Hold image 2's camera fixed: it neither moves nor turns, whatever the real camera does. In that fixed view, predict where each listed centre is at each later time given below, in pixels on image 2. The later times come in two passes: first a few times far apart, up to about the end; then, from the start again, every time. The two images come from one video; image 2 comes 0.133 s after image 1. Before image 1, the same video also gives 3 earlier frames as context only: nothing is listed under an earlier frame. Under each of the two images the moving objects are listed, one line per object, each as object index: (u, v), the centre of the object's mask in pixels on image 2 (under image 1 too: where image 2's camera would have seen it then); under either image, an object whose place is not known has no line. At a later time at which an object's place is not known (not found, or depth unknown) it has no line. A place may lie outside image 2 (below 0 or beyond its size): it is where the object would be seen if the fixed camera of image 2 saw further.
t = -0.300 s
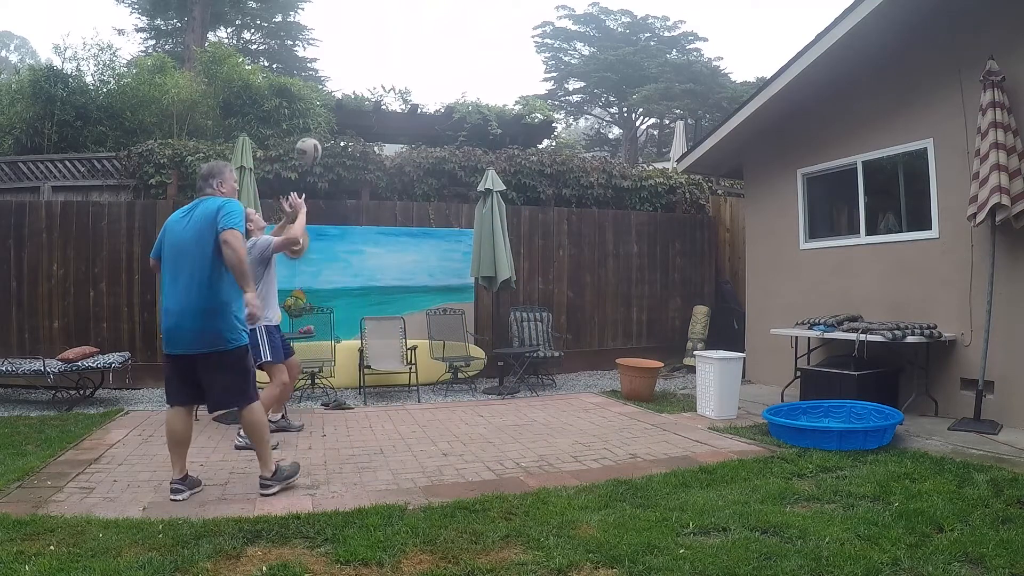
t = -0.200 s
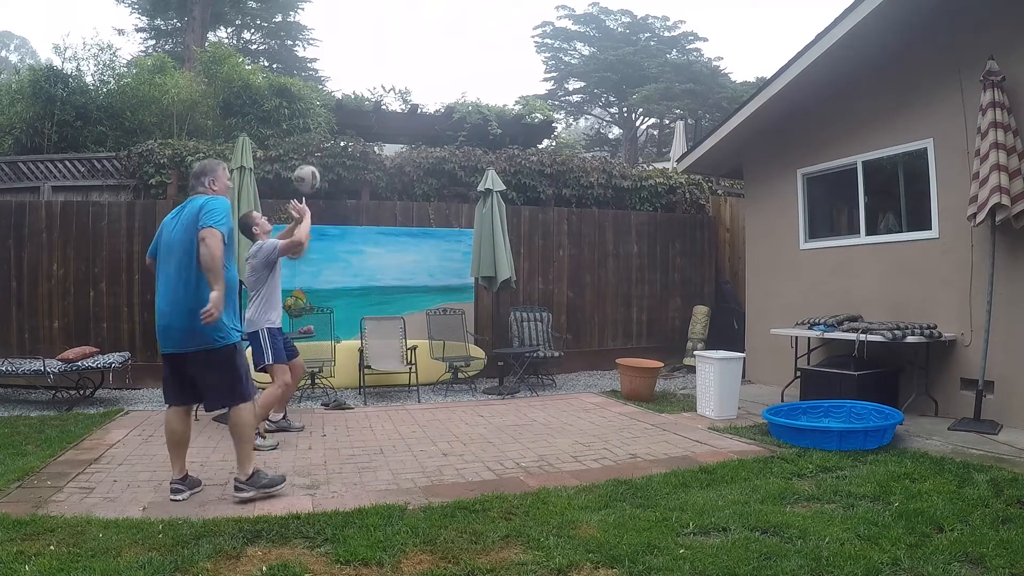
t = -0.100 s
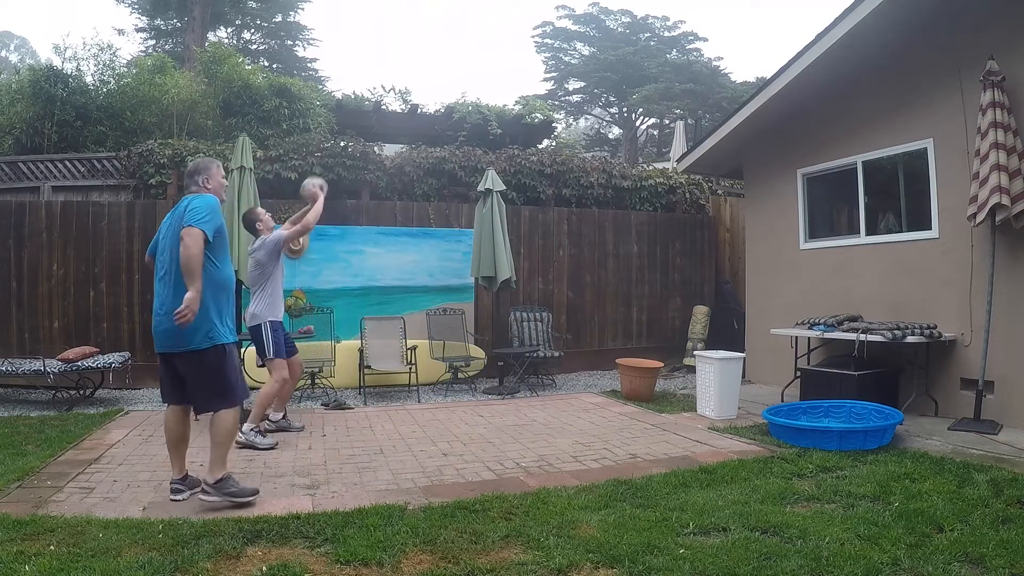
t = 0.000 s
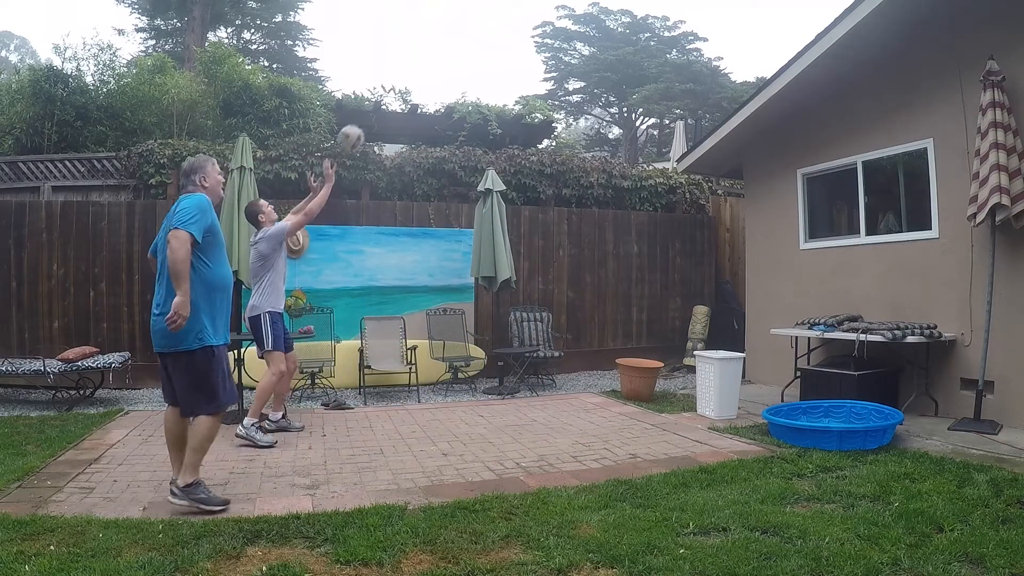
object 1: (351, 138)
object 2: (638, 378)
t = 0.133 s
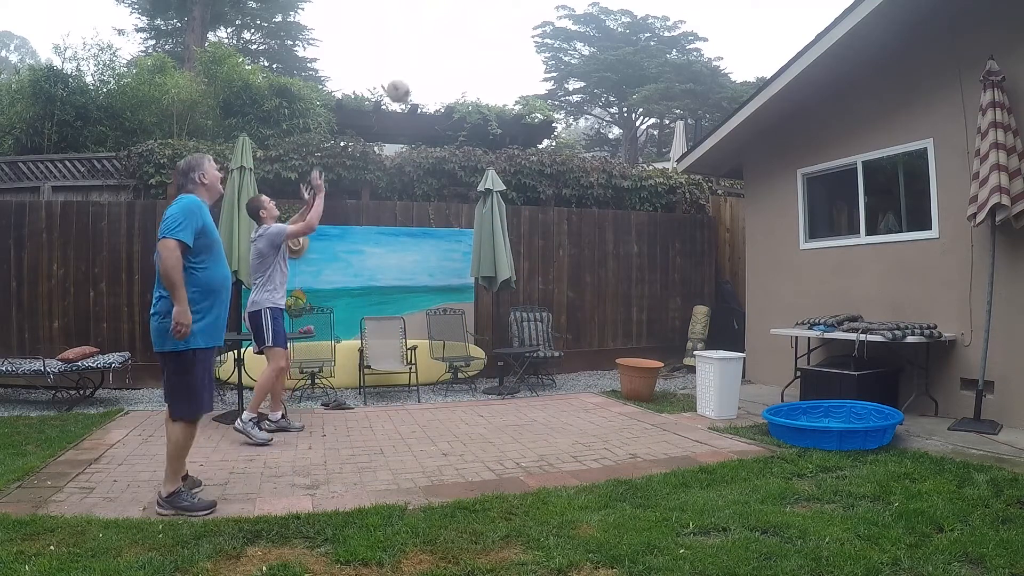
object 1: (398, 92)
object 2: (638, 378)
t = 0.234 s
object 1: (431, 72)
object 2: (638, 378)
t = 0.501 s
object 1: (511, 73)
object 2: (638, 378)
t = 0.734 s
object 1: (573, 132)
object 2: (638, 378)
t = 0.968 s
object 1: (630, 242)
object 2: (638, 378)
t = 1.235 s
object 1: (676, 386)
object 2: (638, 378)
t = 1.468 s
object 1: (680, 360)
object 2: (628, 377)
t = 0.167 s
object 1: (409, 84)
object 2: (638, 378)
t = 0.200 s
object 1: (420, 77)
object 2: (638, 378)
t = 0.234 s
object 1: (431, 72)
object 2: (638, 378)
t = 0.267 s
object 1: (442, 68)
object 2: (638, 378)
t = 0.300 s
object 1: (452, 65)
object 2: (638, 378)
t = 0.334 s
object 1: (463, 63)
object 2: (638, 378)
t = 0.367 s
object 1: (473, 63)
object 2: (638, 378)
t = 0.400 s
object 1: (483, 64)
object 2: (638, 378)
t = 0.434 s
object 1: (493, 66)
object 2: (638, 378)
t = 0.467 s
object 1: (502, 69)
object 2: (638, 378)
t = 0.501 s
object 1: (511, 73)
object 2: (638, 378)
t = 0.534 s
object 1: (521, 78)
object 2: (638, 378)
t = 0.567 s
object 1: (530, 85)
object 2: (638, 378)
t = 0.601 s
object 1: (539, 92)
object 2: (638, 378)
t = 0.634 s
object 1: (548, 101)
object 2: (638, 378)
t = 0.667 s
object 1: (557, 110)
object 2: (638, 378)
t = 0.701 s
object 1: (565, 120)
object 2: (638, 378)
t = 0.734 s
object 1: (573, 132)
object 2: (638, 378)
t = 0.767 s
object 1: (582, 144)
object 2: (638, 378)
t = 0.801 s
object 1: (590, 158)
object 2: (638, 378)
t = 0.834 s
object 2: (638, 378)
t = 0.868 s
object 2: (638, 378)
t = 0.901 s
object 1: (615, 204)
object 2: (638, 378)
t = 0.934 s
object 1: (622, 222)
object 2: (638, 378)
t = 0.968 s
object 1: (630, 242)
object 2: (638, 378)
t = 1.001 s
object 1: (638, 260)
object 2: (638, 378)
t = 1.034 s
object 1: (645, 279)
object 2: (638, 378)
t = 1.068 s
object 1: (652, 301)
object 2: (638, 378)
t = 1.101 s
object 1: (659, 322)
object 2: (638, 378)
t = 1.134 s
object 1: (665, 344)
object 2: (638, 378)
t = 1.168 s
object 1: (672, 365)
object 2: (638, 378)
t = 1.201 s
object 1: (677, 388)
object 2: (638, 378)
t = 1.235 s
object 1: (676, 386)
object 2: (638, 378)
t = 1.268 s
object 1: (671, 372)
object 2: (638, 377)
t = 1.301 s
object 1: (670, 366)
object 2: (637, 377)
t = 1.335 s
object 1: (672, 363)
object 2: (635, 376)
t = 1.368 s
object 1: (673, 362)
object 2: (633, 376)
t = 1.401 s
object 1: (675, 360)
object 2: (632, 377)
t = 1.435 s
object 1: (678, 359)
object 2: (630, 376)
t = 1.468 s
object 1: (680, 360)
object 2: (628, 377)
